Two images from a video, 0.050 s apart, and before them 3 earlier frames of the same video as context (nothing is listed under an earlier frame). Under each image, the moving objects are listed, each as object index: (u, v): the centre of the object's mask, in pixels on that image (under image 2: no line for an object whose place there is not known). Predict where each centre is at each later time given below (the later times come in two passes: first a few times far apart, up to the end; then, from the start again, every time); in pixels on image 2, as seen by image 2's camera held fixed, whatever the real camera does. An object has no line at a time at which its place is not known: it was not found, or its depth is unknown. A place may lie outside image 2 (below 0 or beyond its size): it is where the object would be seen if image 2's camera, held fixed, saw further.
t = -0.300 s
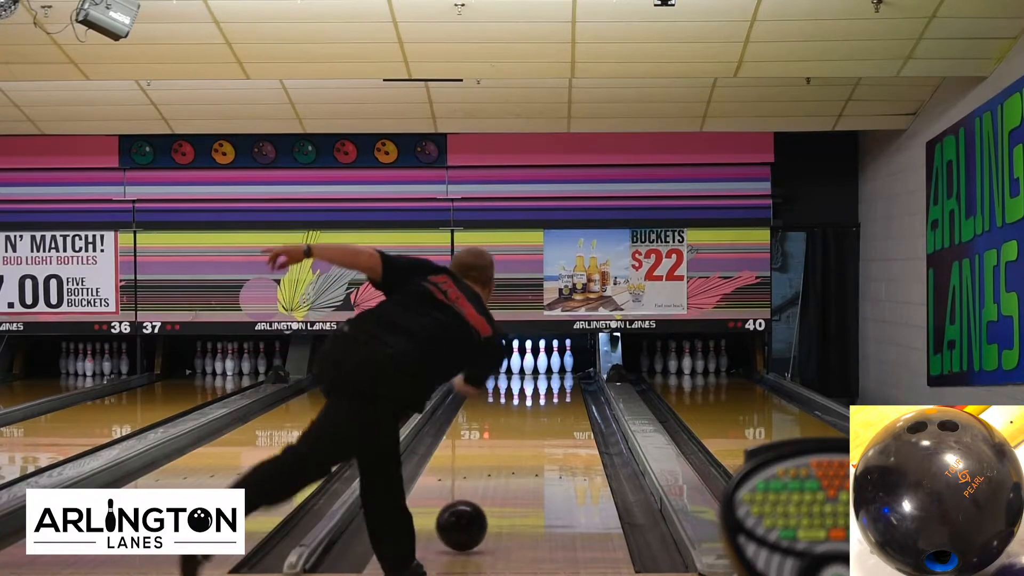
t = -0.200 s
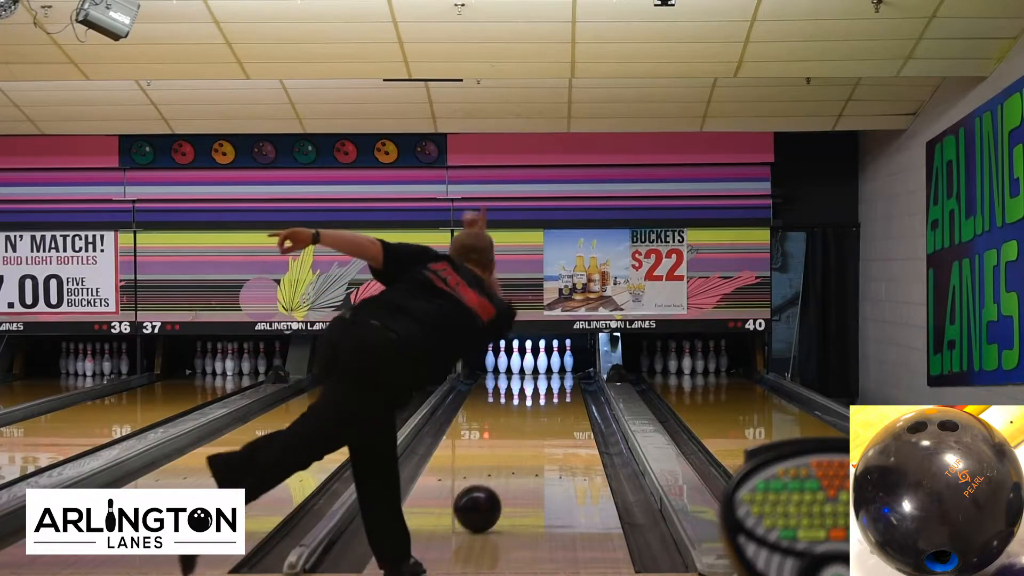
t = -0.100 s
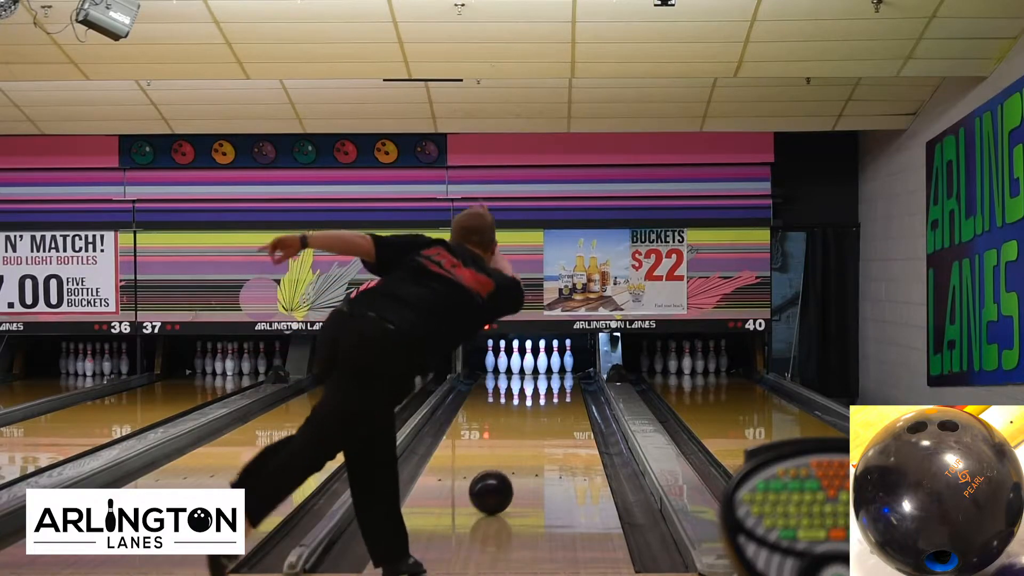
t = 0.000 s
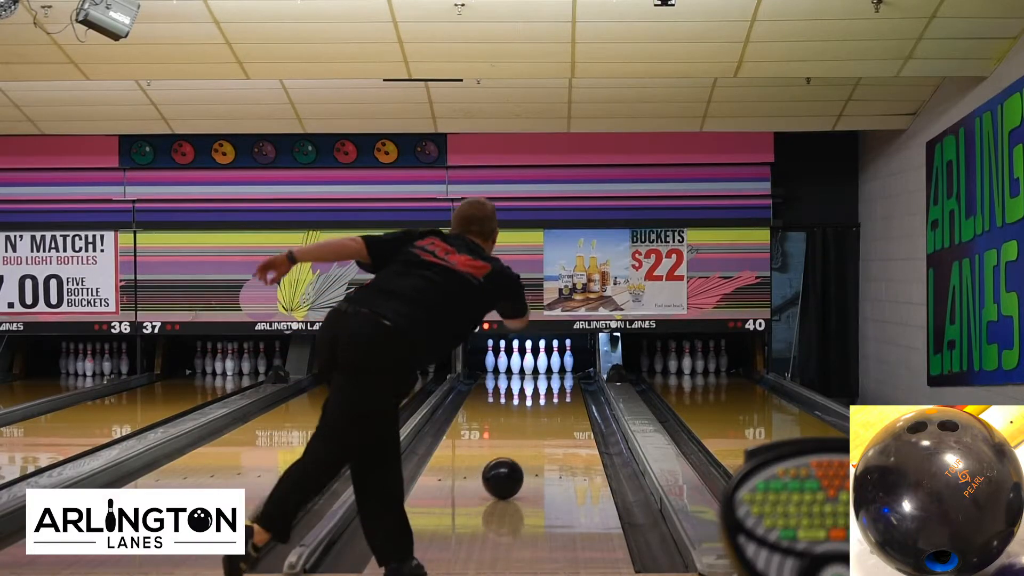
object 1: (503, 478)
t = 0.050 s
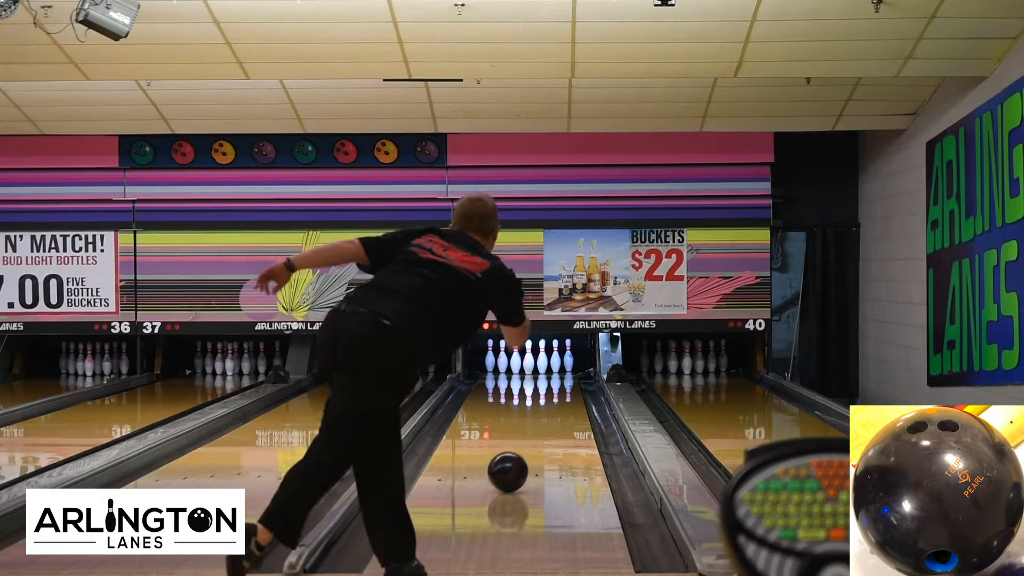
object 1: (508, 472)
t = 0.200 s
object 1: (521, 456)
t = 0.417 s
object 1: (537, 435)
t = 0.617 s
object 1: (547, 421)
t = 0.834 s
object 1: (554, 408)
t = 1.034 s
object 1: (558, 396)
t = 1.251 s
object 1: (561, 387)
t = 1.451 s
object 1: (561, 380)
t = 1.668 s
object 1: (556, 373)
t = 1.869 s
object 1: (547, 368)
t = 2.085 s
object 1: (541, 365)
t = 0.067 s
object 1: (509, 470)
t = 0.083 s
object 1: (511, 468)
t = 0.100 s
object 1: (513, 466)
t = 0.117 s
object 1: (514, 464)
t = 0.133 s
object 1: (516, 462)
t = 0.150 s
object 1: (517, 460)
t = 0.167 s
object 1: (519, 458)
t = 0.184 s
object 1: (520, 456)
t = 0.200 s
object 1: (521, 456)
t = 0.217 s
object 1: (524, 456)
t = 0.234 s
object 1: (527, 454)
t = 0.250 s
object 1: (530, 451)
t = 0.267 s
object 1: (530, 448)
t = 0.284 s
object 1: (529, 446)
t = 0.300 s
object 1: (529, 445)
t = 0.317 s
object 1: (530, 444)
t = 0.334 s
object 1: (531, 442)
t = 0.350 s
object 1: (532, 441)
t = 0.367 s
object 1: (533, 440)
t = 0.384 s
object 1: (535, 438)
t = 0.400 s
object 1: (536, 437)
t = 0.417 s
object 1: (537, 435)
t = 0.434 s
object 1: (537, 434)
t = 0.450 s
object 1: (538, 433)
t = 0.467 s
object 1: (539, 431)
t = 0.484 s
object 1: (540, 430)
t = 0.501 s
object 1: (541, 429)
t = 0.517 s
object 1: (542, 428)
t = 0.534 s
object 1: (543, 427)
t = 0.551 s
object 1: (544, 425)
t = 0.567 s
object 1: (544, 424)
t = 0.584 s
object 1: (545, 423)
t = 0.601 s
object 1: (546, 422)
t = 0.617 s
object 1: (547, 421)
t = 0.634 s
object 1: (547, 420)
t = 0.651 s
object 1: (548, 419)
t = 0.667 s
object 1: (549, 418)
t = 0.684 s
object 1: (549, 417)
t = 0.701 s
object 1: (550, 415)
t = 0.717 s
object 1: (551, 415)
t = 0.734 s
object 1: (551, 413)
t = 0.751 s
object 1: (552, 412)
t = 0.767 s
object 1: (552, 411)
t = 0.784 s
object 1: (553, 411)
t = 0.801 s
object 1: (553, 410)
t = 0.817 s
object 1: (554, 409)
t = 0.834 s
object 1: (554, 408)
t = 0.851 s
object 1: (554, 407)
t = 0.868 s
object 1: (555, 406)
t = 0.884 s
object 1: (556, 405)
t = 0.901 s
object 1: (556, 404)
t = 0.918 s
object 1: (556, 403)
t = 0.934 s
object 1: (557, 402)
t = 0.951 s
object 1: (557, 401)
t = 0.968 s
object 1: (557, 400)
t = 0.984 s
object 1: (557, 399)
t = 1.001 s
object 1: (558, 398)
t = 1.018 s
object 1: (558, 397)
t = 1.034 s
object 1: (558, 396)
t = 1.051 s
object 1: (558, 396)
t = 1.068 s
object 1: (559, 395)
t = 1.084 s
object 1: (559, 394)
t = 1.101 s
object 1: (559, 393)
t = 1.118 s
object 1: (559, 393)
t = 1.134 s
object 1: (559, 392)
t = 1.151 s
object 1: (560, 391)
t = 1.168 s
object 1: (561, 391)
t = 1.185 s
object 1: (560, 390)
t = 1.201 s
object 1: (561, 389)
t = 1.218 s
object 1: (561, 388)
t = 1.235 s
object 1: (561, 388)
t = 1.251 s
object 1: (561, 387)
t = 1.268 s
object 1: (561, 387)
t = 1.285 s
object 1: (562, 386)
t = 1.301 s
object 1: (561, 385)
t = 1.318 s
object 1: (562, 385)
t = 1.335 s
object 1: (562, 384)
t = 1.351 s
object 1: (562, 384)
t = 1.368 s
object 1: (561, 383)
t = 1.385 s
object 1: (562, 382)
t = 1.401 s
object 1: (561, 382)
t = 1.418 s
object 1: (561, 381)
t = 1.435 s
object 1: (561, 381)
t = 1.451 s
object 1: (561, 380)
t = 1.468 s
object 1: (561, 379)
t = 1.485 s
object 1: (560, 379)
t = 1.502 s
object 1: (560, 378)
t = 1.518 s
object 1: (560, 378)
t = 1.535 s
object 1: (559, 377)
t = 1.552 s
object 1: (559, 377)
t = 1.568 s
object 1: (559, 376)
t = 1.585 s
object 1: (558, 376)
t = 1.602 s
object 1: (558, 375)
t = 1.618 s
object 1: (557, 375)
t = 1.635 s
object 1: (557, 374)
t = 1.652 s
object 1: (556, 374)
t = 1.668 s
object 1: (556, 373)
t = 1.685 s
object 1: (555, 373)
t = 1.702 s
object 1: (555, 372)
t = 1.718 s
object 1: (554, 372)
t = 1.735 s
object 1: (554, 372)
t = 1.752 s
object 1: (553, 371)
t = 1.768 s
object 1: (552, 371)
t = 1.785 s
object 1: (551, 370)
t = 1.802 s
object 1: (551, 370)
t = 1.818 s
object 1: (550, 369)
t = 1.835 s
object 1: (549, 369)
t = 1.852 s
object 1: (548, 369)
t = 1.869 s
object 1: (547, 368)
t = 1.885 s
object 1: (546, 368)
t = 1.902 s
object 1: (545, 368)
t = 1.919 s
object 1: (545, 367)
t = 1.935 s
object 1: (544, 367)
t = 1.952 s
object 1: (542, 367)
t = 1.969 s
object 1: (541, 366)
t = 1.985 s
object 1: (540, 366)
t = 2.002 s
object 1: (540, 366)
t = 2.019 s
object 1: (540, 365)
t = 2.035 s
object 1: (541, 366)
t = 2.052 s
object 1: (541, 365)
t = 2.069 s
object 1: (541, 365)
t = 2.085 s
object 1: (541, 365)
